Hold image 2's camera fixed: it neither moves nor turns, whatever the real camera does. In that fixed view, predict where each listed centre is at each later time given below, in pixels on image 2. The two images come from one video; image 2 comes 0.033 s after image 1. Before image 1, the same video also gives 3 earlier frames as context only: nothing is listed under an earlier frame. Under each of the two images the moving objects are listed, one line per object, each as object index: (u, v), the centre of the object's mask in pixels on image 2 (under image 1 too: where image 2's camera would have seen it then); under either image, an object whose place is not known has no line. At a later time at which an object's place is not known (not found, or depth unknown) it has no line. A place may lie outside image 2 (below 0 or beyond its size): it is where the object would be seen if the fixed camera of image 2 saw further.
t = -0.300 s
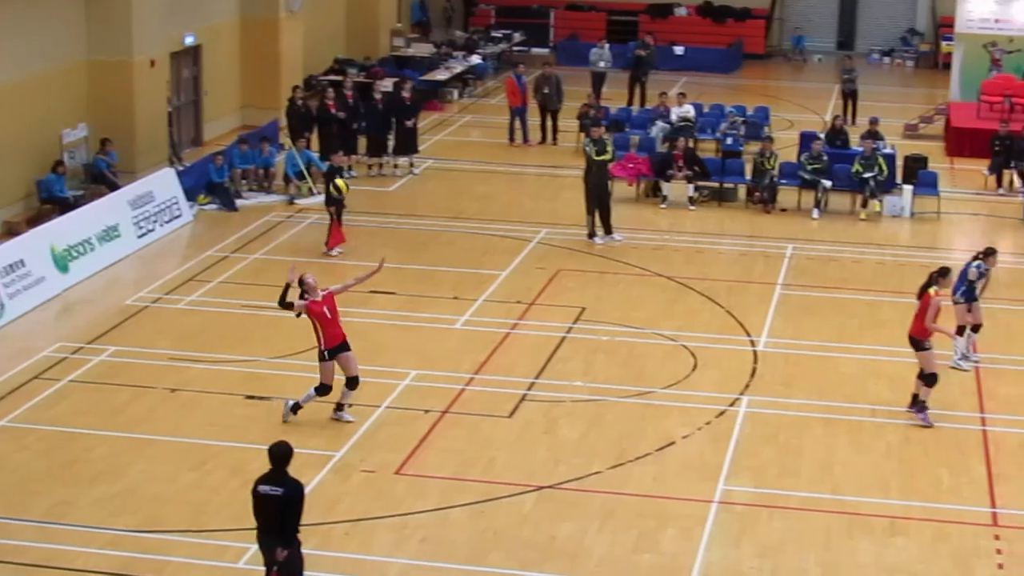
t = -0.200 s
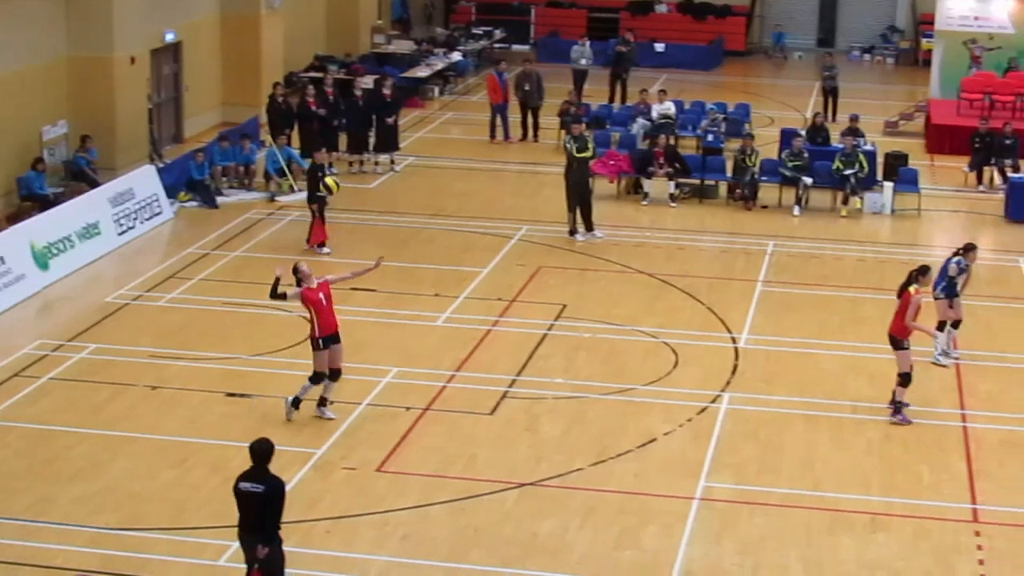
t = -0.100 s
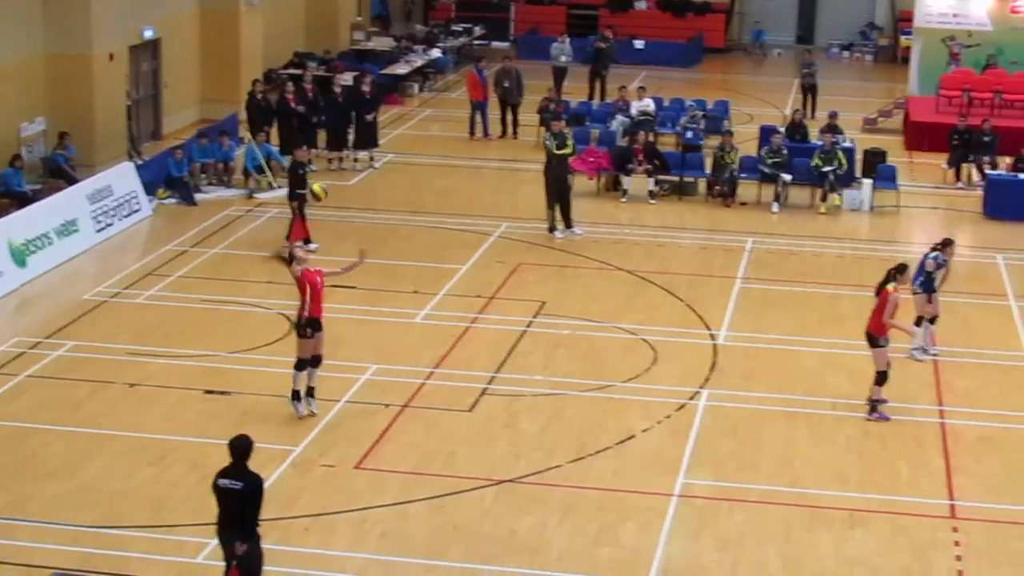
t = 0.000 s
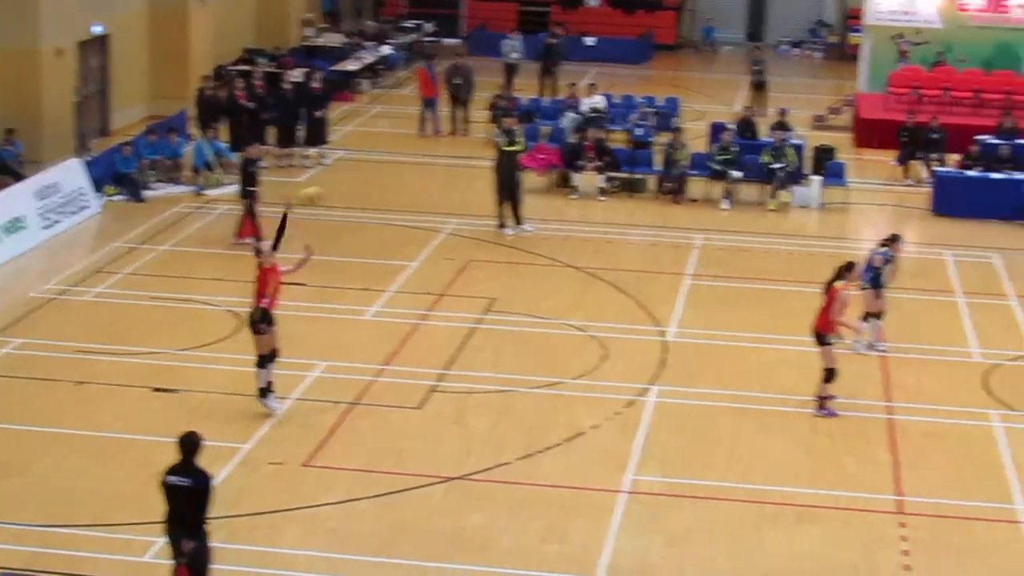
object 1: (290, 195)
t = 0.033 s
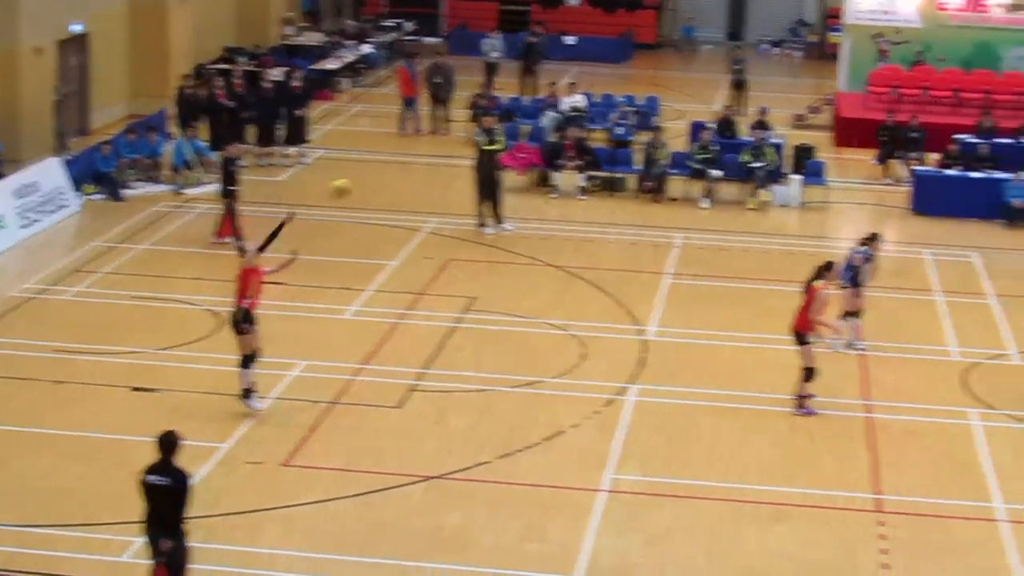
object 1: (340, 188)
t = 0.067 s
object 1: (389, 181)
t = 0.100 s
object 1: (438, 175)
